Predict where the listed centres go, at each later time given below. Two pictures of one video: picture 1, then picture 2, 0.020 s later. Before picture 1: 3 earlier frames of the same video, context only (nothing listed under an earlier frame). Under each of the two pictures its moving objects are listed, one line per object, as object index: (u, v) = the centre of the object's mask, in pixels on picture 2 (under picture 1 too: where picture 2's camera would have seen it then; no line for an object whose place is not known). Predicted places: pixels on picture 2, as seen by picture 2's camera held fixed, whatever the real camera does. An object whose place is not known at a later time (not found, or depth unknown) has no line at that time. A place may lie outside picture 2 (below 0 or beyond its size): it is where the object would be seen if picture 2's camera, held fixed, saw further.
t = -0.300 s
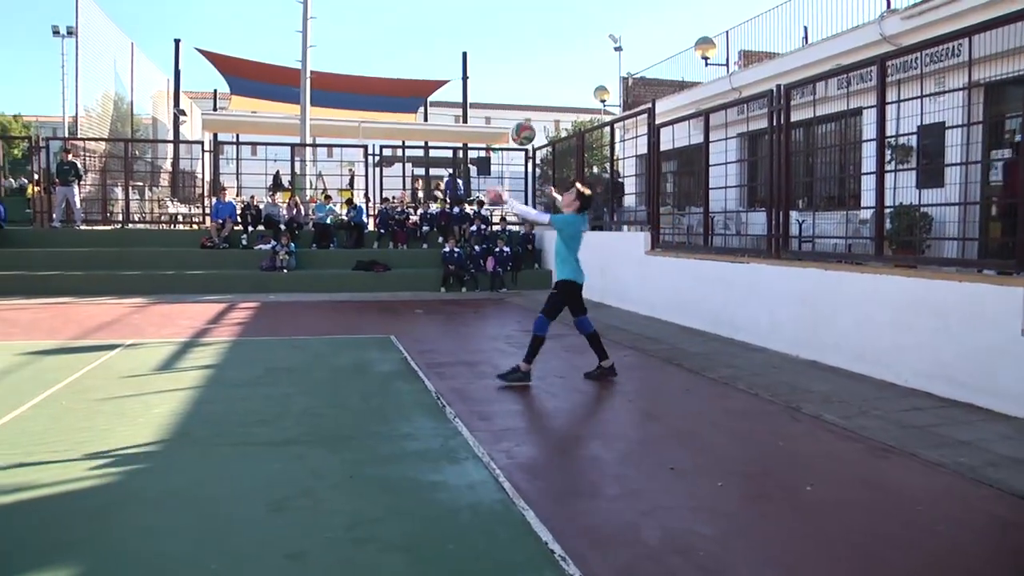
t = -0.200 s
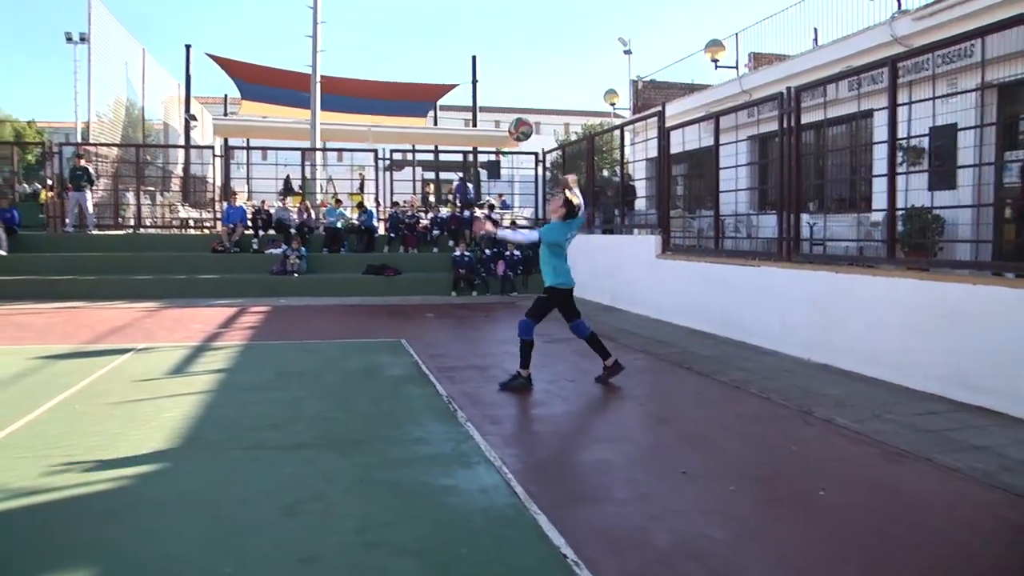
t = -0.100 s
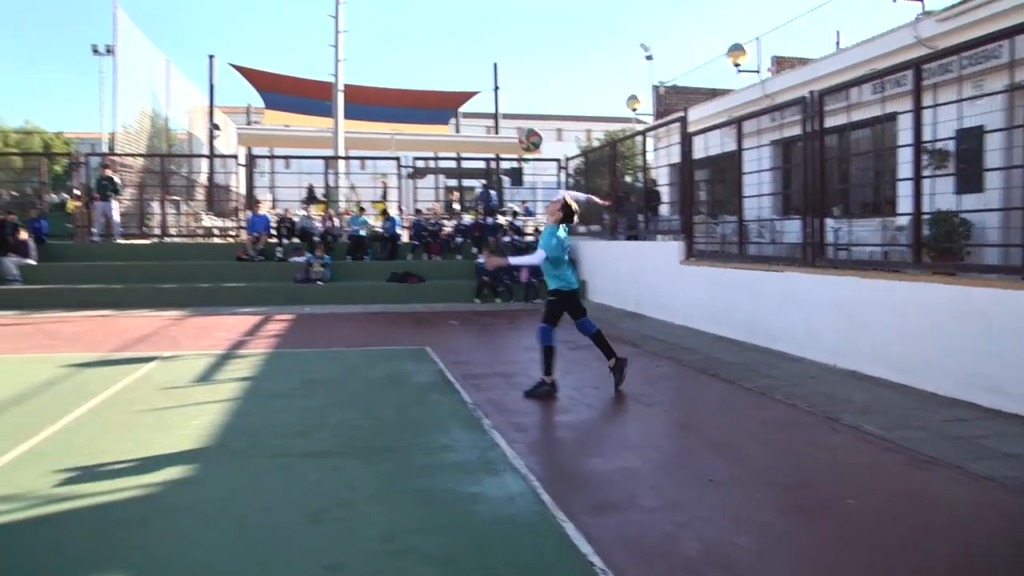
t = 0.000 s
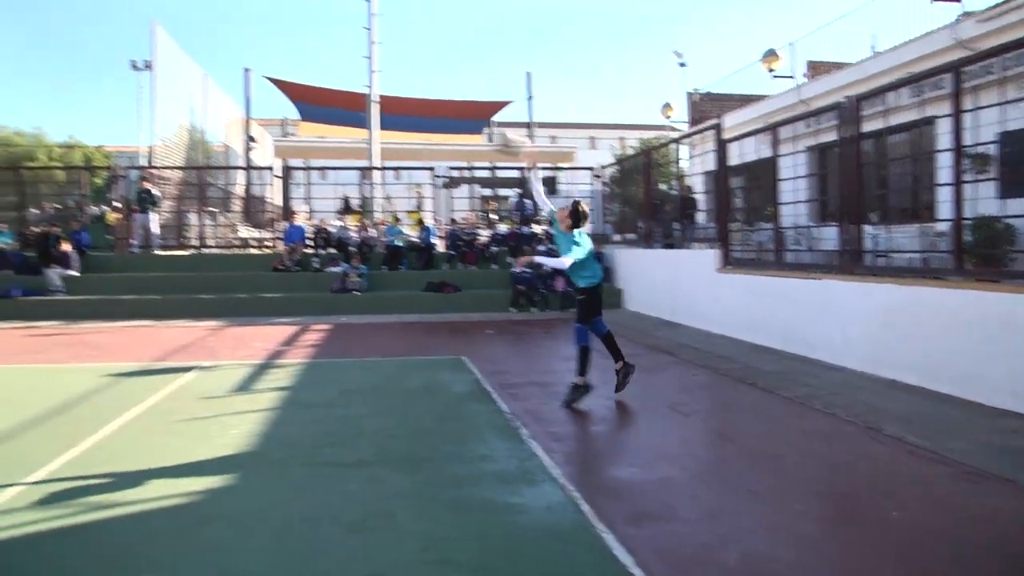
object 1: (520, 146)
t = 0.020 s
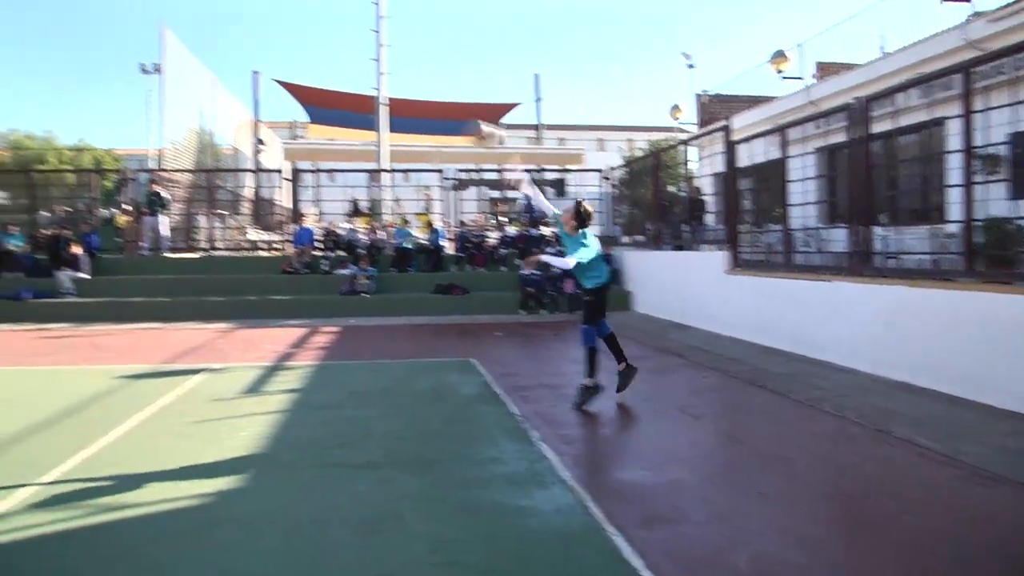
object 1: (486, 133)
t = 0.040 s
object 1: (453, 123)
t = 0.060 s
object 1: (420, 113)
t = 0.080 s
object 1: (386, 105)
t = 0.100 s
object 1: (349, 98)
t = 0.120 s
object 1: (312, 89)
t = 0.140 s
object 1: (267, 80)
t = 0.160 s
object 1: (229, 72)
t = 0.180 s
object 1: (191, 64)
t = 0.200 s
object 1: (151, 58)
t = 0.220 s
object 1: (108, 49)
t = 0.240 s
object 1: (64, 43)
